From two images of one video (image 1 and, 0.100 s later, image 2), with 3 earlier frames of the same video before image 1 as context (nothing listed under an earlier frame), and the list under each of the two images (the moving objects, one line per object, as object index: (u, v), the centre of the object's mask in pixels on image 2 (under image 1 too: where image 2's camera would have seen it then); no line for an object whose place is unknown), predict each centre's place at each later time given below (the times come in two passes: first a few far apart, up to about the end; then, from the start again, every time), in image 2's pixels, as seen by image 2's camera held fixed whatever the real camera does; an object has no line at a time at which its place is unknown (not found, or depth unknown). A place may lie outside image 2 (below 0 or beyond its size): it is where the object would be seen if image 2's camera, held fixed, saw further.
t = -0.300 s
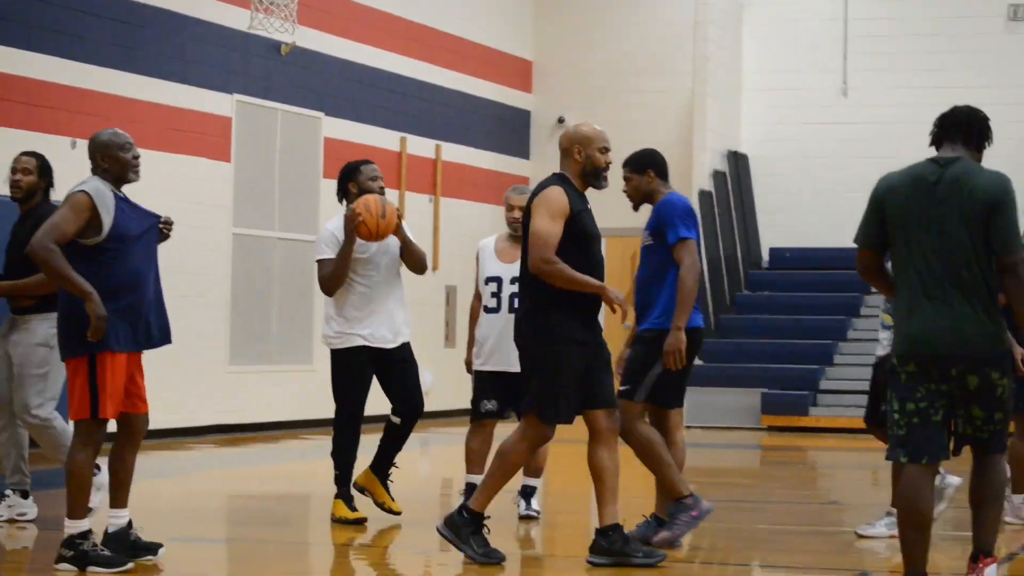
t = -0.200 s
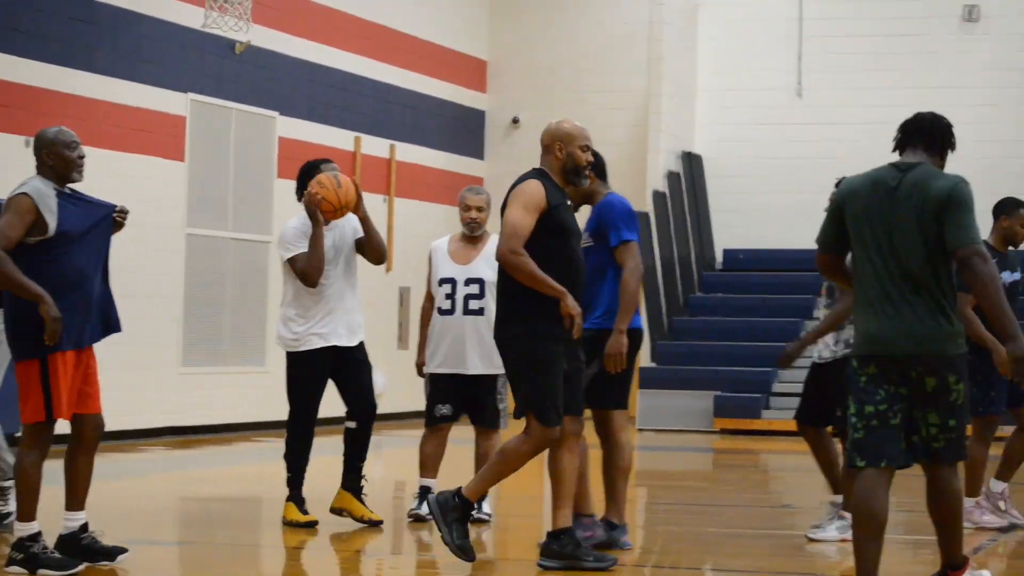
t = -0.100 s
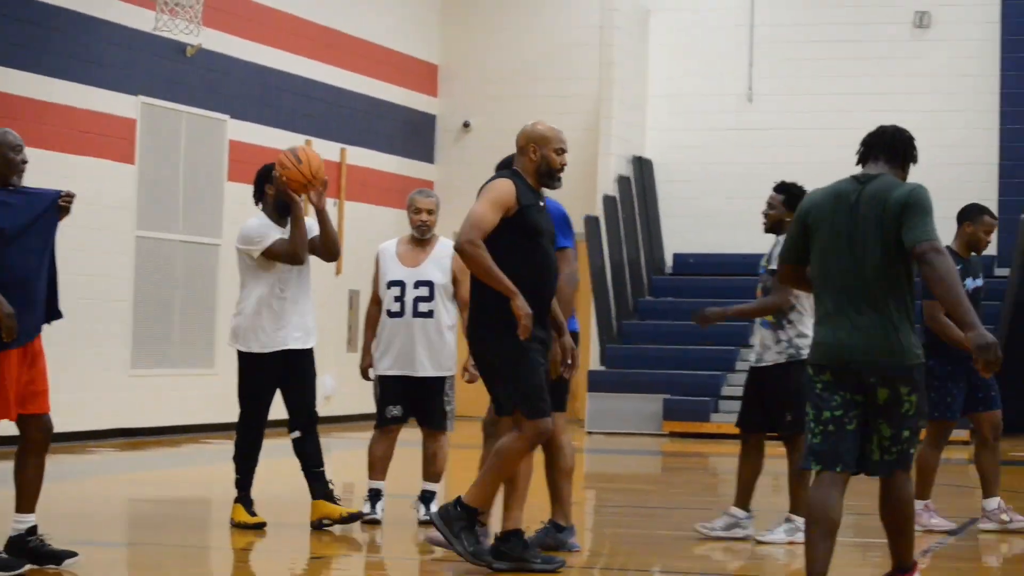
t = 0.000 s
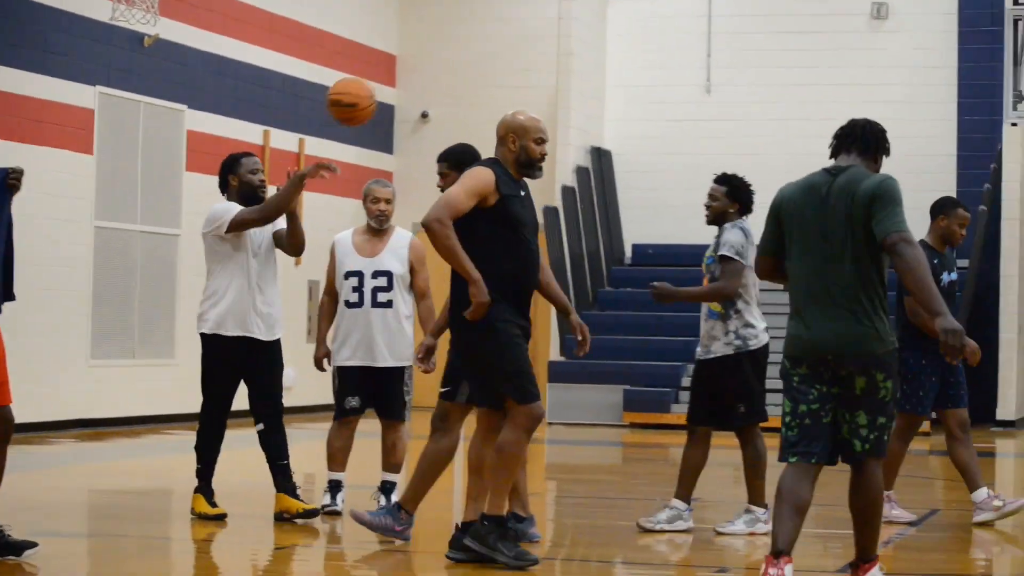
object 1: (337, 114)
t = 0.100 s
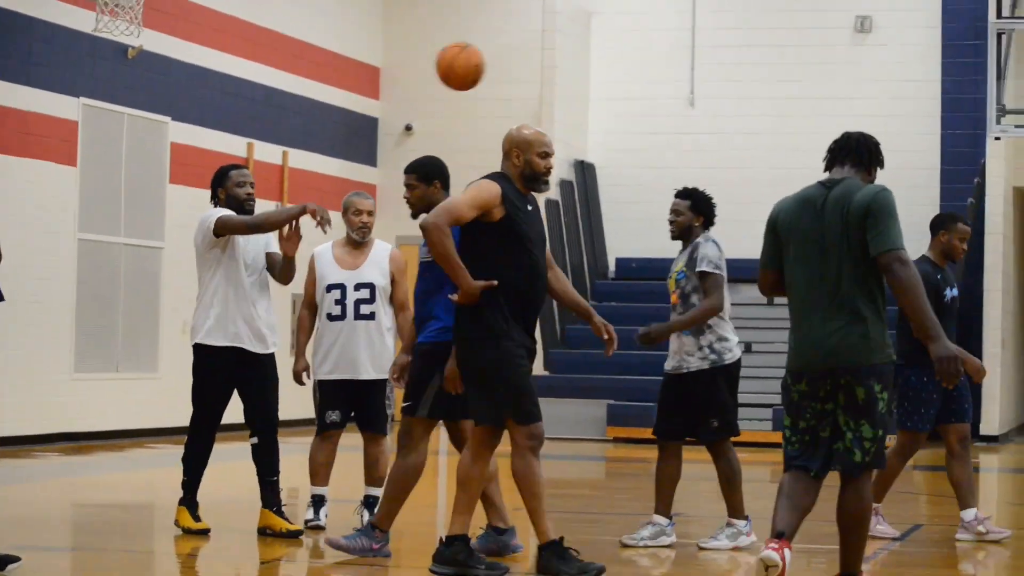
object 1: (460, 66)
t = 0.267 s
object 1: (664, 27)
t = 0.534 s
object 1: (1009, 84)
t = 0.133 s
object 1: (501, 55)
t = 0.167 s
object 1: (543, 46)
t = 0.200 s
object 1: (584, 34)
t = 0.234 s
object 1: (625, 30)
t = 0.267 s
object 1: (664, 27)
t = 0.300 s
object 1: (706, 26)
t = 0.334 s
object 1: (748, 27)
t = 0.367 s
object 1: (791, 31)
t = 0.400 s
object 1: (832, 38)
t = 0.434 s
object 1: (875, 47)
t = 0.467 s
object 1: (920, 57)
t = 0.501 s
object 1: (965, 69)
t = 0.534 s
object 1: (1009, 84)
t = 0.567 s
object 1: (1057, 101)
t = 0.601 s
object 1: (1103, 122)
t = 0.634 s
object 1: (1150, 146)
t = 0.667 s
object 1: (1199, 173)
